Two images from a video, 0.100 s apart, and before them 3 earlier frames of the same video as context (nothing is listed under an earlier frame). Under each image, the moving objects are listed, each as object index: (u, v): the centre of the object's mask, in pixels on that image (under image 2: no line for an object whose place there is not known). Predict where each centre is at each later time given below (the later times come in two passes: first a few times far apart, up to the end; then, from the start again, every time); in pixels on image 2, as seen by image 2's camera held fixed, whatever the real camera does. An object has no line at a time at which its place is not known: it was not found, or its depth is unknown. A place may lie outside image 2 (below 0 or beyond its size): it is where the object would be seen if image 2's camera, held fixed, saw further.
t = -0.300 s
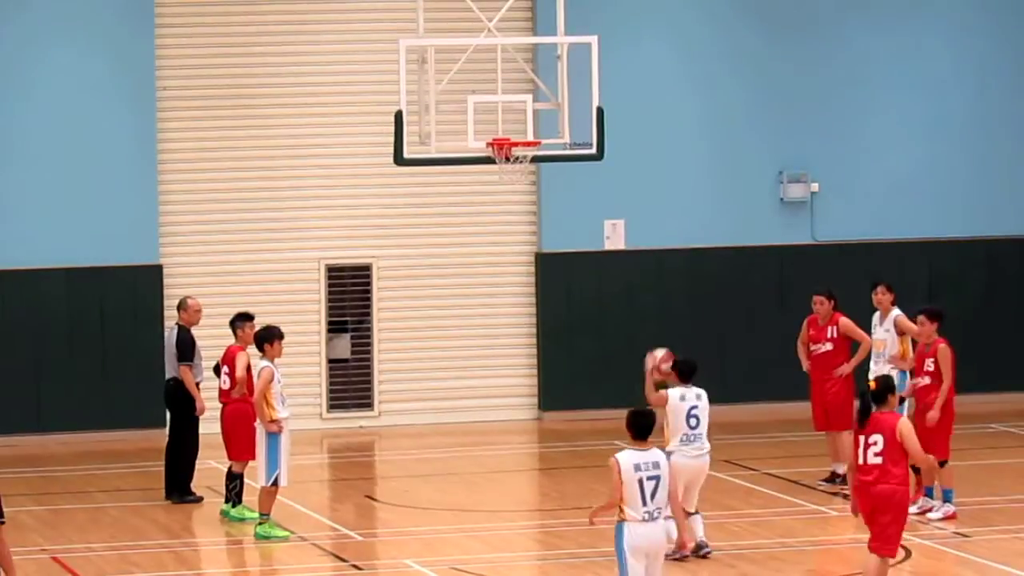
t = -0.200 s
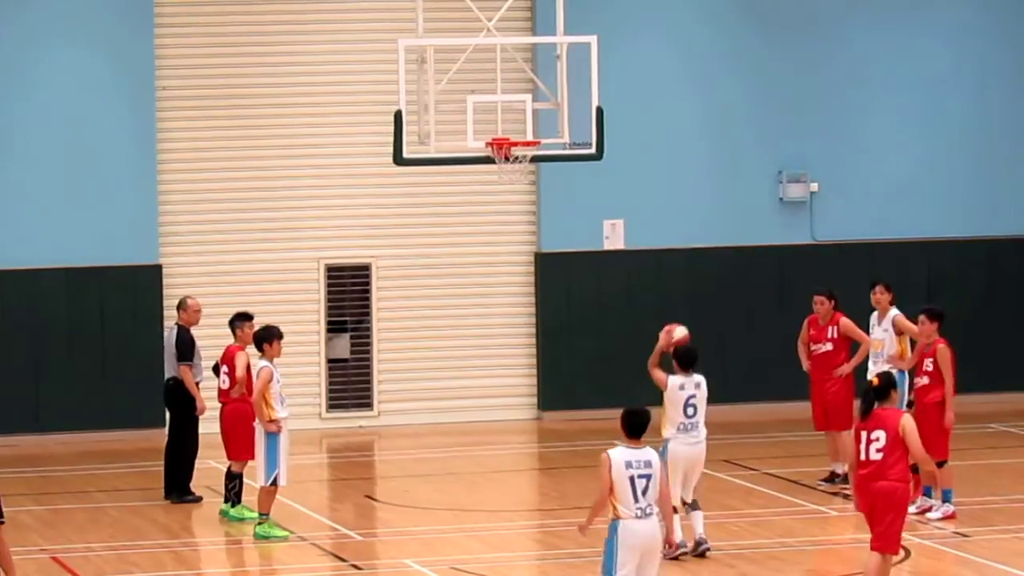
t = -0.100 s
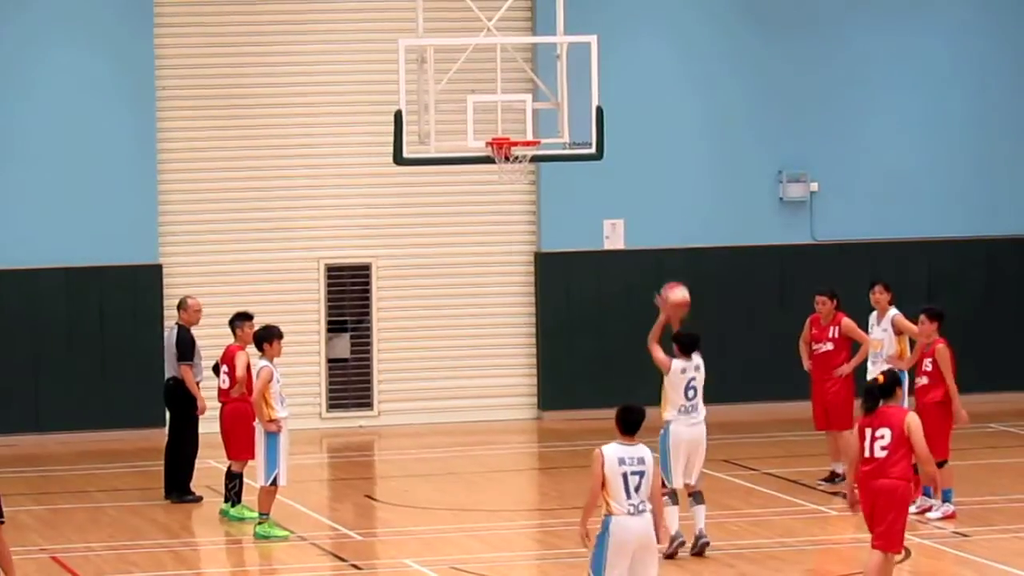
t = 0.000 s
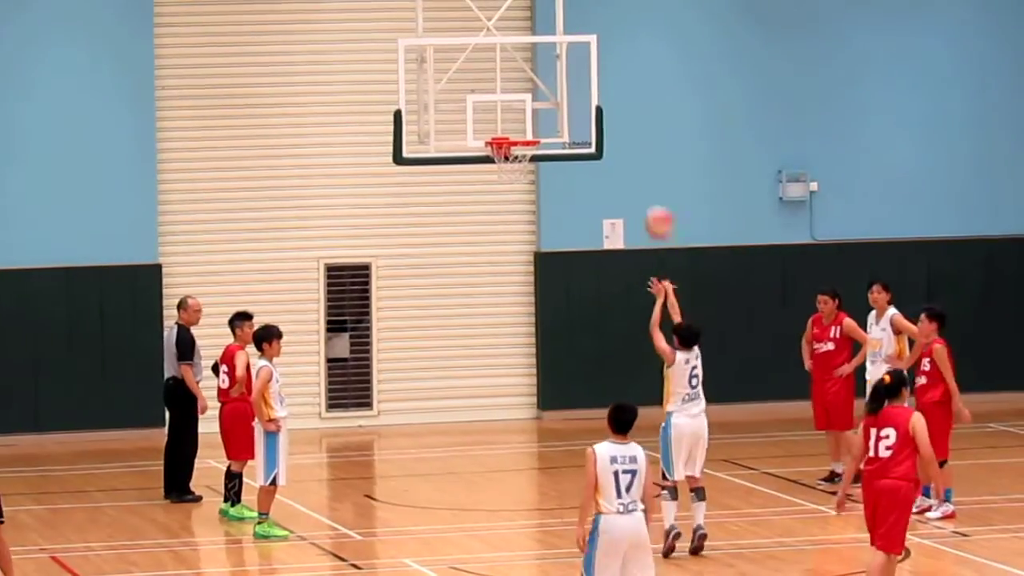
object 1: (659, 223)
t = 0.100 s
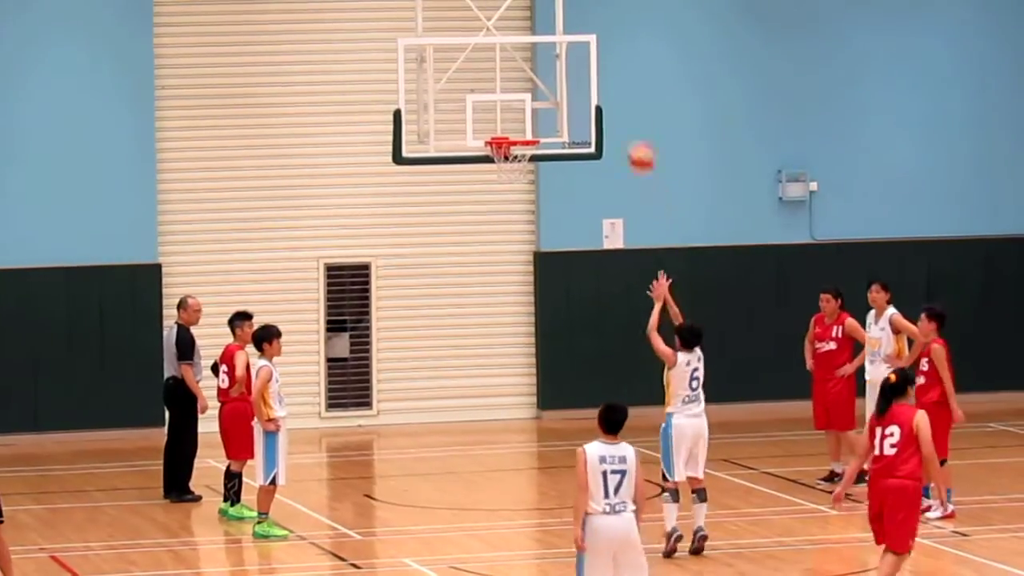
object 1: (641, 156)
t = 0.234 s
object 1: (618, 89)
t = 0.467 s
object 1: (584, 28)
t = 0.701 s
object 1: (553, 32)
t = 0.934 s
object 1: (525, 98)
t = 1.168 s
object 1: (495, 180)
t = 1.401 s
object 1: (486, 247)
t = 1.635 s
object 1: (476, 377)
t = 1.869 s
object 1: (471, 447)
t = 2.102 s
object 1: (472, 347)
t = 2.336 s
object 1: (472, 309)
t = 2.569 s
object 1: (472, 333)
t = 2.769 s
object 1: (475, 406)
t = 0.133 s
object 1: (635, 137)
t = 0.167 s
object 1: (629, 120)
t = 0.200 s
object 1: (624, 104)
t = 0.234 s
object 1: (618, 89)
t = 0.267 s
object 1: (614, 76)
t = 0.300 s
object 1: (609, 65)
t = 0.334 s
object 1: (603, 55)
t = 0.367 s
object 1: (599, 47)
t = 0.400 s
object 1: (594, 39)
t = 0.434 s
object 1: (589, 32)
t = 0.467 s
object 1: (584, 28)
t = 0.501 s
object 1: (580, 25)
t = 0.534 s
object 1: (575, 22)
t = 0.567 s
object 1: (571, 22)
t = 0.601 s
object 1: (566, 23)
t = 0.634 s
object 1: (562, 25)
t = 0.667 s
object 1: (557, 27)
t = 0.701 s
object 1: (553, 32)
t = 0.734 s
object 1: (549, 38)
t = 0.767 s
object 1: (545, 45)
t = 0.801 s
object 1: (541, 53)
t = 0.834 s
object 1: (537, 62)
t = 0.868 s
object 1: (533, 73)
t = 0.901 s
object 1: (530, 85)
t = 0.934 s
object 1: (525, 98)
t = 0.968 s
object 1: (522, 113)
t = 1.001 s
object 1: (518, 126)
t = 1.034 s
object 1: (515, 143)
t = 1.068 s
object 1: (508, 155)
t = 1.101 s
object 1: (501, 167)
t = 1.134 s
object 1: (497, 175)
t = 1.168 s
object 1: (495, 180)
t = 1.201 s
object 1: (494, 186)
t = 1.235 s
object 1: (492, 193)
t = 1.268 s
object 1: (491, 201)
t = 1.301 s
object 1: (490, 212)
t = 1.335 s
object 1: (488, 221)
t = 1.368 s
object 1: (487, 233)
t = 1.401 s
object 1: (486, 247)
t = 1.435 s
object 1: (486, 262)
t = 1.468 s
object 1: (484, 278)
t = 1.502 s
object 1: (483, 296)
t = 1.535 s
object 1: (481, 314)
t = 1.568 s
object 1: (478, 334)
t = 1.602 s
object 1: (477, 355)
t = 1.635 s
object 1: (476, 377)
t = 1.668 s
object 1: (476, 400)
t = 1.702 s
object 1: (474, 426)
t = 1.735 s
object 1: (473, 452)
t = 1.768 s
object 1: (470, 479)
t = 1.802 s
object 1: (471, 485)
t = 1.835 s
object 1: (471, 466)
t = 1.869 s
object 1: (471, 447)
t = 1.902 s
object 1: (470, 429)
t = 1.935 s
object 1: (471, 413)
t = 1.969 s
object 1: (472, 398)
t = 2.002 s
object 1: (471, 385)
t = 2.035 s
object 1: (471, 372)
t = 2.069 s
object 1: (472, 361)
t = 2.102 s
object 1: (472, 347)
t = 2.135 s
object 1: (472, 337)
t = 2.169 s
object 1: (471, 330)
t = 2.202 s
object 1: (472, 323)
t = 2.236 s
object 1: (471, 317)
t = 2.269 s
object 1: (471, 313)
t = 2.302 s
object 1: (471, 310)
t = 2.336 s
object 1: (472, 309)
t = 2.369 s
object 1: (472, 309)
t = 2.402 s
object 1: (472, 309)
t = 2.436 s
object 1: (472, 311)
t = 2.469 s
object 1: (472, 314)
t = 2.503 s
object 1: (473, 319)
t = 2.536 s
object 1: (473, 325)
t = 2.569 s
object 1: (472, 333)
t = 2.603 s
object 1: (472, 341)
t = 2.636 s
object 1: (473, 350)
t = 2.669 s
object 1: (473, 362)
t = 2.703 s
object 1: (474, 374)
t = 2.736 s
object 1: (474, 389)
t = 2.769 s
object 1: (475, 406)
